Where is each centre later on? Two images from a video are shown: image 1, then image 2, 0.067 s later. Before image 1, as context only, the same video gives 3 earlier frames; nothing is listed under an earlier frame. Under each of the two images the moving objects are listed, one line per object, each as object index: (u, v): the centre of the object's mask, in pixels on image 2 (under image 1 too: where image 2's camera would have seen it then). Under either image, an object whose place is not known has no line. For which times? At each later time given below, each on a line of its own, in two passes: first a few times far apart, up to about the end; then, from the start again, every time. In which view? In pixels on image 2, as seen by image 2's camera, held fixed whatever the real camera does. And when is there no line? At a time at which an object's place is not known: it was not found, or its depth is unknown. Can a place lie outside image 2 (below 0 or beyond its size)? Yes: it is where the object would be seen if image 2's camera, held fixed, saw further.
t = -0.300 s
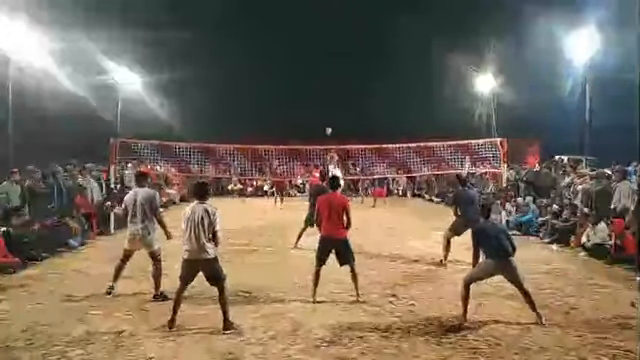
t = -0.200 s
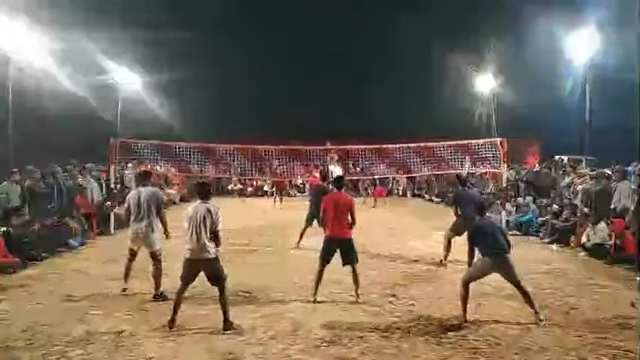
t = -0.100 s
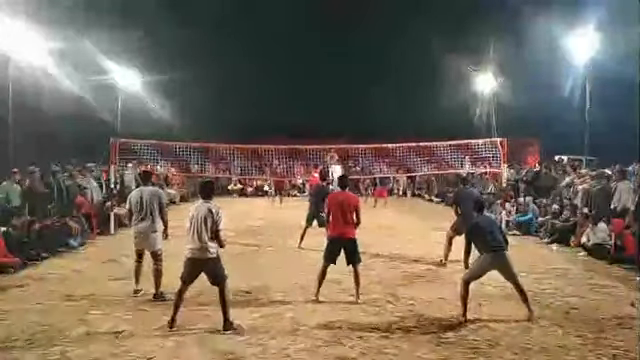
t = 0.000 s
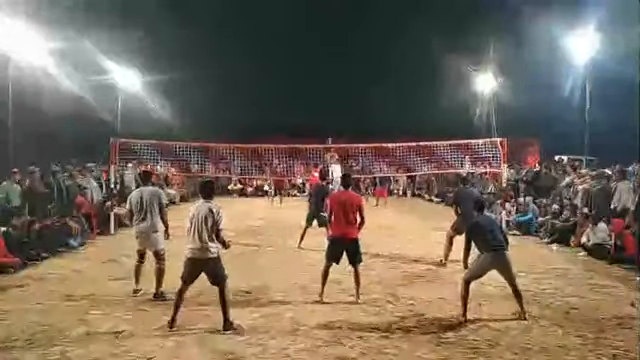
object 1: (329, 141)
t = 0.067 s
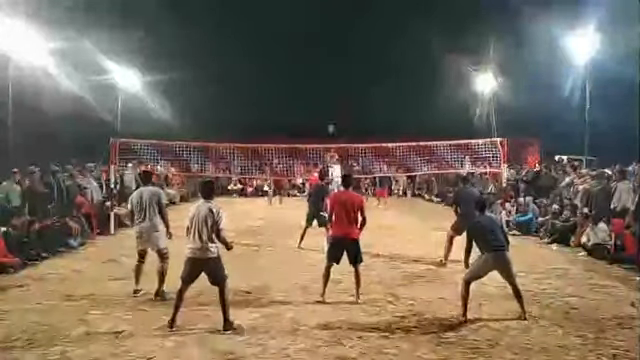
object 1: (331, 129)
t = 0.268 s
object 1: (335, 90)
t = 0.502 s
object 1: (343, 52)
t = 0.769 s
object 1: (357, 20)
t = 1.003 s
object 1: (373, 12)
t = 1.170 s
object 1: (389, 23)
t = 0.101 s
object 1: (332, 121)
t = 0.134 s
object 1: (332, 116)
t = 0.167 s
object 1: (333, 109)
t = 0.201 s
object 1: (333, 103)
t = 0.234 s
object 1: (334, 95)
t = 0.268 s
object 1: (335, 90)
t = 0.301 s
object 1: (336, 84)
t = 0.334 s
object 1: (337, 78)
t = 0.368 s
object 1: (338, 73)
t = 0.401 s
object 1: (340, 67)
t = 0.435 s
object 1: (341, 62)
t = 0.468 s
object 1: (342, 57)
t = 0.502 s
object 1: (343, 52)
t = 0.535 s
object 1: (345, 48)
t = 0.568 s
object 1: (346, 42)
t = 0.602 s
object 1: (348, 38)
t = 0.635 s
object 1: (350, 34)
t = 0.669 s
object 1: (351, 30)
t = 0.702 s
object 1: (353, 26)
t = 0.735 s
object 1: (355, 23)
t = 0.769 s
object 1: (357, 20)
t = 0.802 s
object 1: (359, 18)
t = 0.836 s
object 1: (361, 16)
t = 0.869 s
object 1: (363, 14)
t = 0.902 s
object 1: (365, 13)
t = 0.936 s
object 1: (367, 11)
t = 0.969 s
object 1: (370, 11)
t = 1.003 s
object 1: (373, 12)
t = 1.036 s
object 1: (376, 12)
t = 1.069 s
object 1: (378, 13)
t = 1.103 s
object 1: (382, 16)
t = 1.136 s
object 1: (385, 19)
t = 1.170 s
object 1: (389, 23)
